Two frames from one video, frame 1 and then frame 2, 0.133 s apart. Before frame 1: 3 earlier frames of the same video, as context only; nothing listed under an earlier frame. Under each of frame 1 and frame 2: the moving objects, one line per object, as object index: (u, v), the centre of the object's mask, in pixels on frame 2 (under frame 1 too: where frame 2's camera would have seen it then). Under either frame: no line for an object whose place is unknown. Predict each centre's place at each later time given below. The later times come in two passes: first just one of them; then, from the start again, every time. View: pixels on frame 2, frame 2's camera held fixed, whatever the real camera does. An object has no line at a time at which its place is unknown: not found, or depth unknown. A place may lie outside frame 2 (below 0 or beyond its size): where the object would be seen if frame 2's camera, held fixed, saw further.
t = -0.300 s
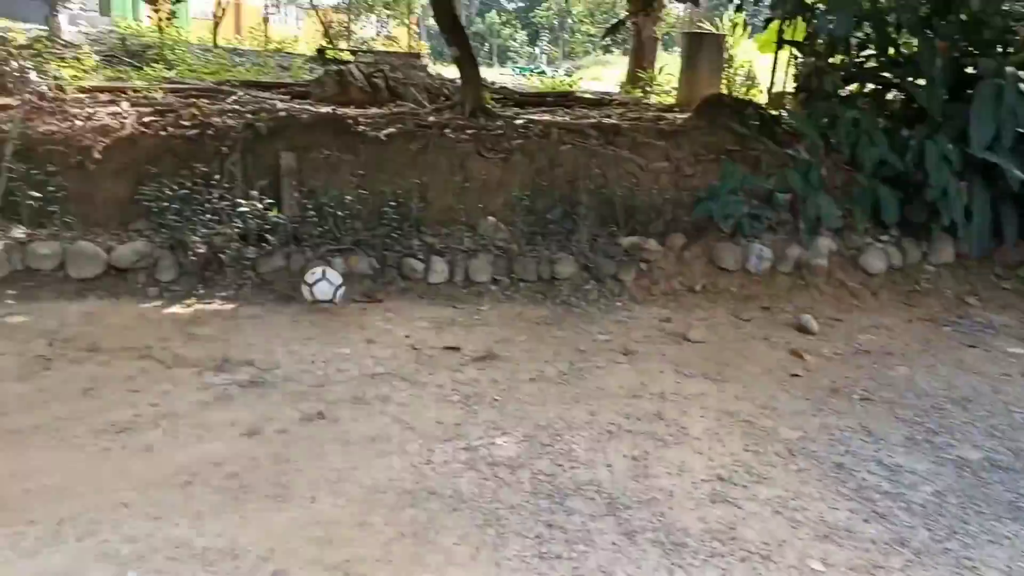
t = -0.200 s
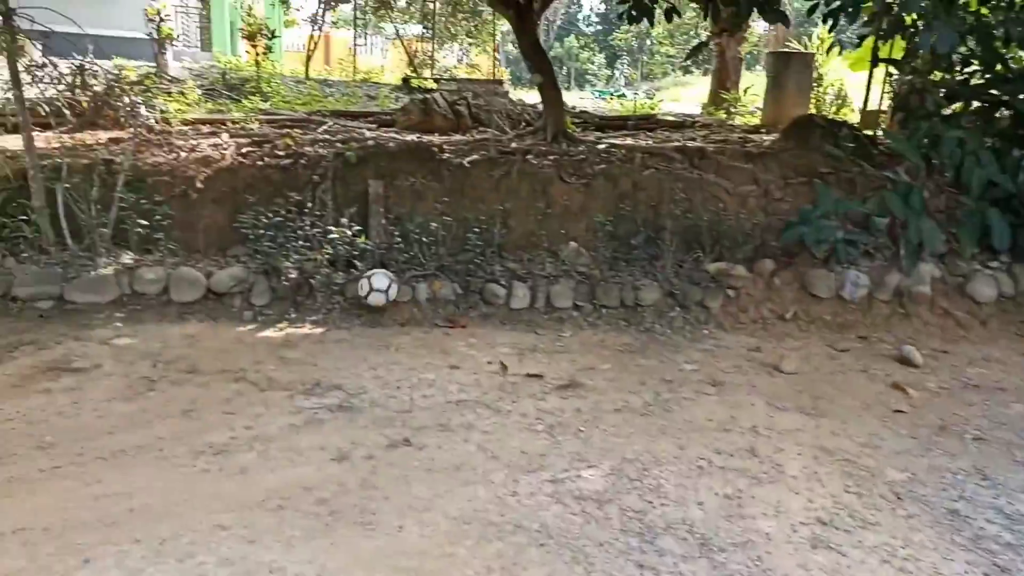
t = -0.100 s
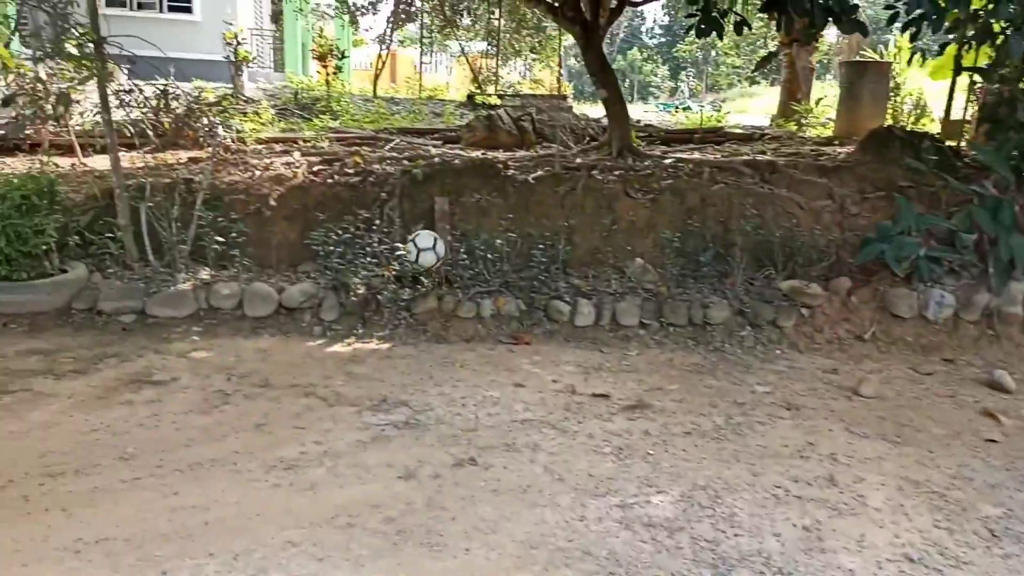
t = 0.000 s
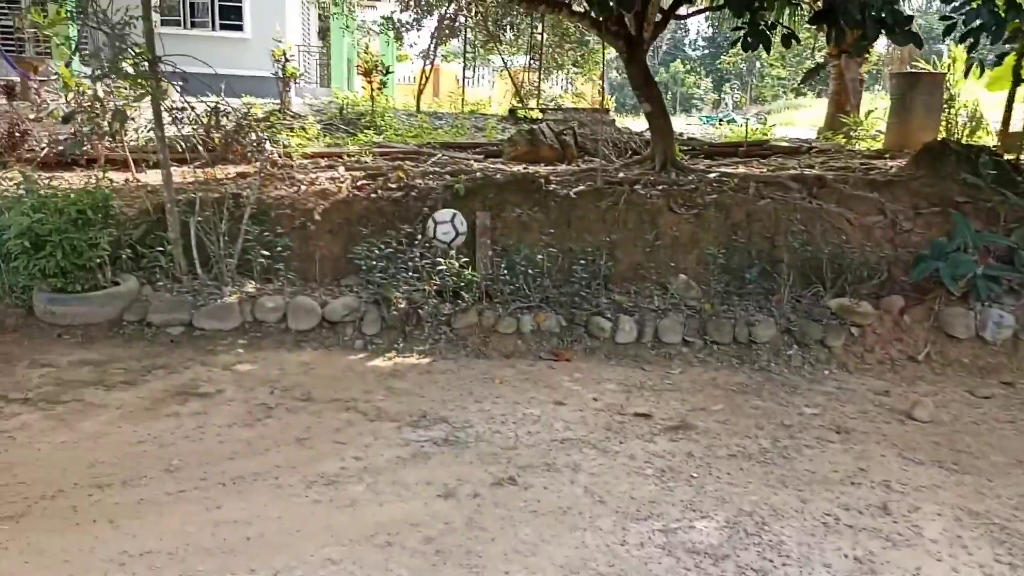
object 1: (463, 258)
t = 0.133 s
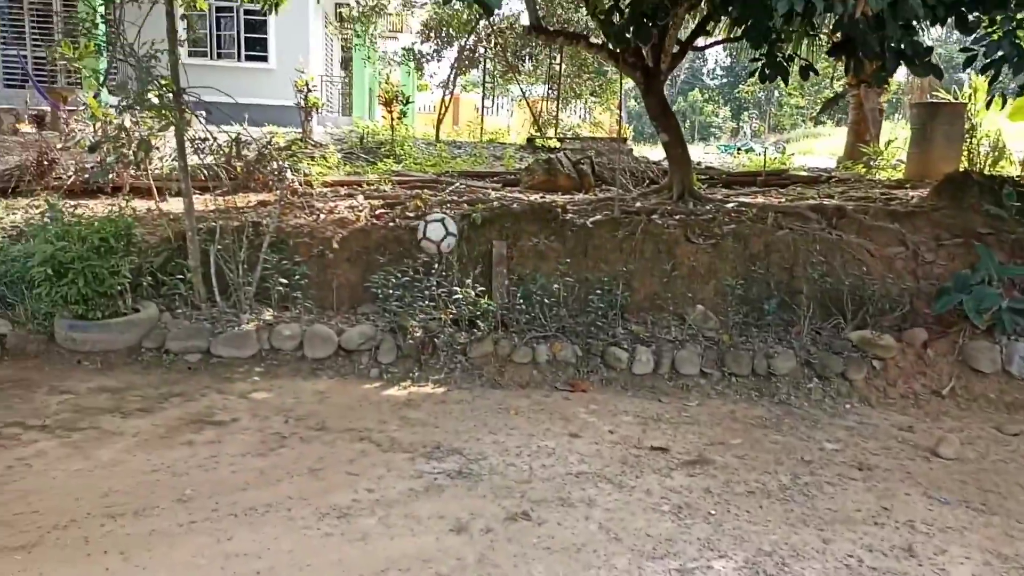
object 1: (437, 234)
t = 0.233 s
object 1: (418, 235)
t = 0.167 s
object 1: (431, 233)
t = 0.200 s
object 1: (425, 233)
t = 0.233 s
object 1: (418, 235)
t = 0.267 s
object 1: (410, 240)
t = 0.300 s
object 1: (403, 248)
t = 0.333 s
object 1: (396, 256)
